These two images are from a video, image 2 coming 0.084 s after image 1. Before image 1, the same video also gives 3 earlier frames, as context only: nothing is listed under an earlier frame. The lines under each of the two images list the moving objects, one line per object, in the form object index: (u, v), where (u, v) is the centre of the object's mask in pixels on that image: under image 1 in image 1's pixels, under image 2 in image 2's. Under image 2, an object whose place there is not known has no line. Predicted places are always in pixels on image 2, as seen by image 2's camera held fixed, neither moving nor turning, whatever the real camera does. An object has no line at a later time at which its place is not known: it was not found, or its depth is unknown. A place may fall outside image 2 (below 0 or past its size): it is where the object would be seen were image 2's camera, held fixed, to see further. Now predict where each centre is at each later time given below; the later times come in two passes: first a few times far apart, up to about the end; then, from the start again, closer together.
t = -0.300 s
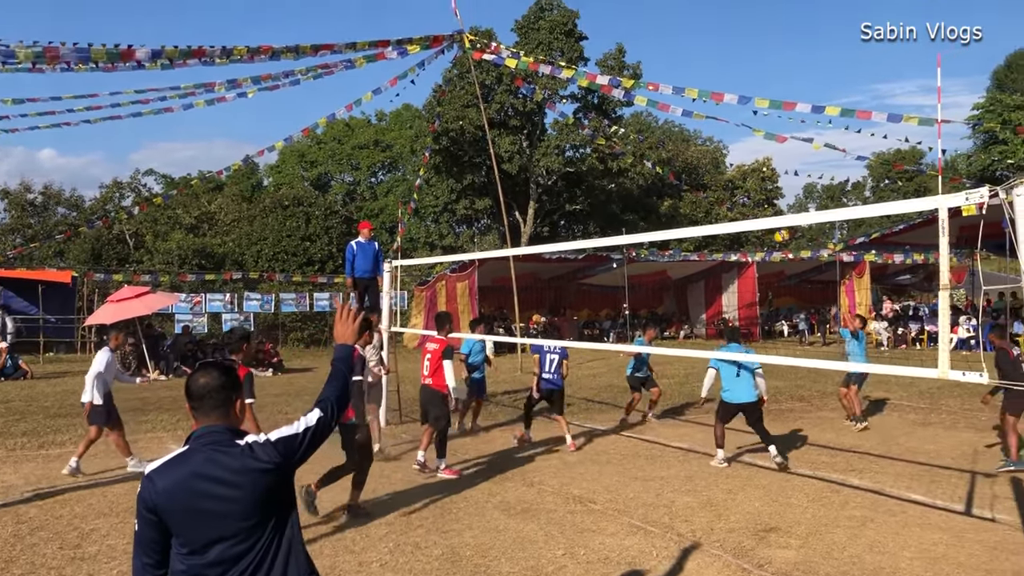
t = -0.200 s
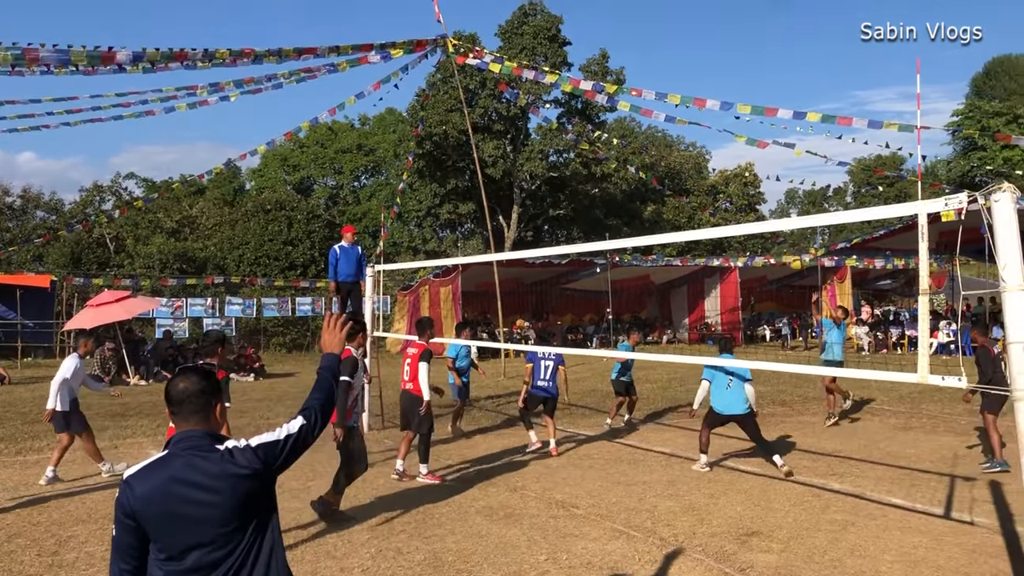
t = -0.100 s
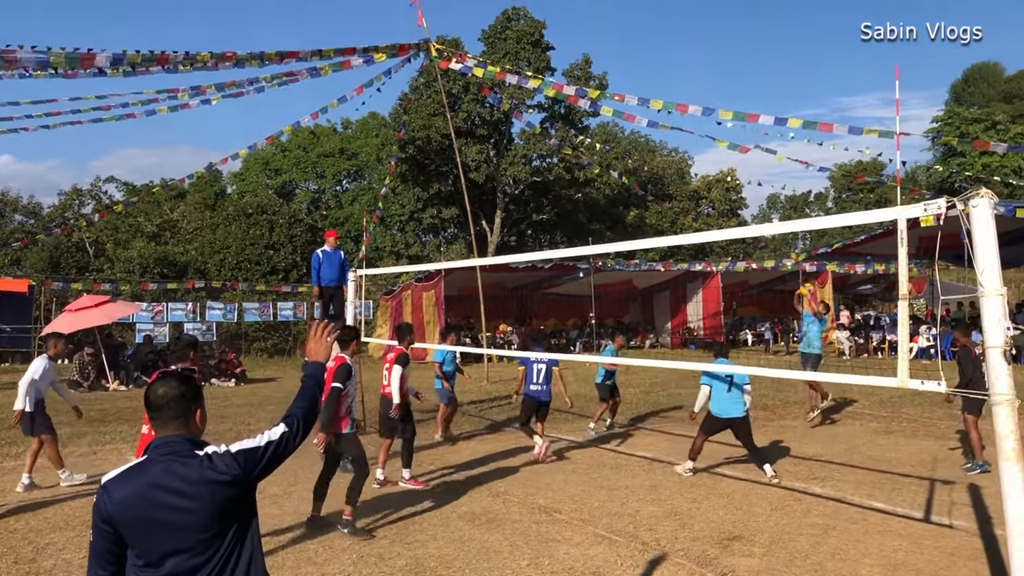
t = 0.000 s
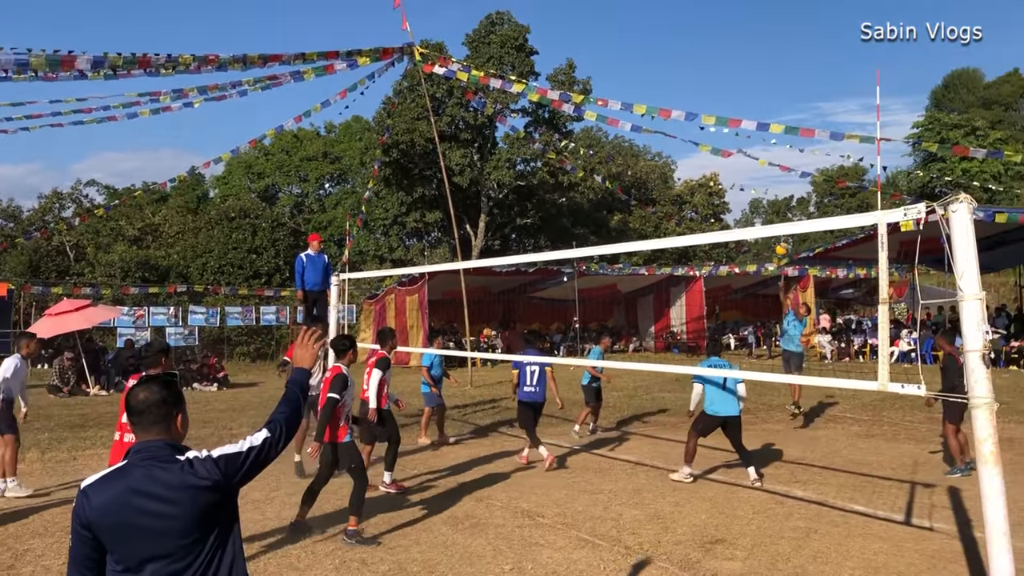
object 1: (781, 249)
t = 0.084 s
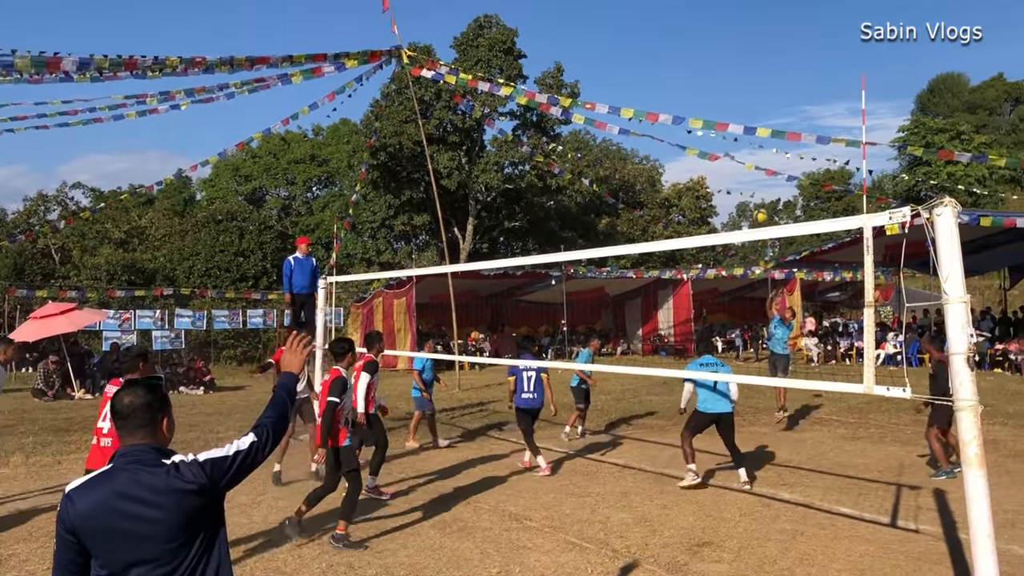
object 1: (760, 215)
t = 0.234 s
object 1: (744, 160)
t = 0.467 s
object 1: (719, 102)
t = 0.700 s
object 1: (693, 81)
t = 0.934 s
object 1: (666, 101)
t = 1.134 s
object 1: (640, 154)
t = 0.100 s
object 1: (758, 209)
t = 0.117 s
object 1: (756, 202)
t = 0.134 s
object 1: (755, 196)
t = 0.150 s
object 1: (753, 190)
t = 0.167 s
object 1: (751, 183)
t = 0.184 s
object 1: (749, 177)
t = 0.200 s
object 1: (747, 172)
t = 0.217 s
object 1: (746, 166)
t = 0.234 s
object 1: (744, 160)
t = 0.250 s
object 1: (743, 155)
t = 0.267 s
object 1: (741, 150)
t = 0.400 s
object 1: (727, 115)
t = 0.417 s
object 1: (725, 112)
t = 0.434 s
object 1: (723, 108)
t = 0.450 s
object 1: (721, 105)
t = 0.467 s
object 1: (719, 102)
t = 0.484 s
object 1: (718, 99)
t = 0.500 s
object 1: (716, 97)
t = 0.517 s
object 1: (714, 94)
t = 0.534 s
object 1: (712, 92)
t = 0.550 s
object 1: (711, 90)
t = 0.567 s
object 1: (708, 89)
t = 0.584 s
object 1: (707, 87)
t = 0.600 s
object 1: (705, 85)
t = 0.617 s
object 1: (703, 84)
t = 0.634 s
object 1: (701, 83)
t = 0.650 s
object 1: (699, 82)
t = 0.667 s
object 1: (697, 82)
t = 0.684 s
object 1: (695, 81)
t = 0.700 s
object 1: (693, 81)
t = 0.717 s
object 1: (692, 81)
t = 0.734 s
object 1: (690, 81)
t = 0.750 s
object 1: (688, 82)
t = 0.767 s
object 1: (686, 82)
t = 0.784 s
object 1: (684, 83)
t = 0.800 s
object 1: (682, 84)
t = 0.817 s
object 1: (680, 85)
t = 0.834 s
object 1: (678, 87)
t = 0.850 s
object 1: (676, 89)
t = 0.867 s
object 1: (673, 91)
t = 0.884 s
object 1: (672, 93)
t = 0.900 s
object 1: (670, 95)
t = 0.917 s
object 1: (668, 98)
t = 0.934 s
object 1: (666, 101)
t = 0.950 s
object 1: (664, 104)
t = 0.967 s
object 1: (662, 107)
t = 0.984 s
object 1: (660, 110)
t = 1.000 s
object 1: (657, 114)
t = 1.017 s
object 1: (655, 118)
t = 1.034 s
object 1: (653, 123)
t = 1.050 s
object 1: (651, 127)
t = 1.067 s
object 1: (649, 132)
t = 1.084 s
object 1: (646, 138)
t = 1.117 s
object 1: (642, 149)
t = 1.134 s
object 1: (640, 154)
